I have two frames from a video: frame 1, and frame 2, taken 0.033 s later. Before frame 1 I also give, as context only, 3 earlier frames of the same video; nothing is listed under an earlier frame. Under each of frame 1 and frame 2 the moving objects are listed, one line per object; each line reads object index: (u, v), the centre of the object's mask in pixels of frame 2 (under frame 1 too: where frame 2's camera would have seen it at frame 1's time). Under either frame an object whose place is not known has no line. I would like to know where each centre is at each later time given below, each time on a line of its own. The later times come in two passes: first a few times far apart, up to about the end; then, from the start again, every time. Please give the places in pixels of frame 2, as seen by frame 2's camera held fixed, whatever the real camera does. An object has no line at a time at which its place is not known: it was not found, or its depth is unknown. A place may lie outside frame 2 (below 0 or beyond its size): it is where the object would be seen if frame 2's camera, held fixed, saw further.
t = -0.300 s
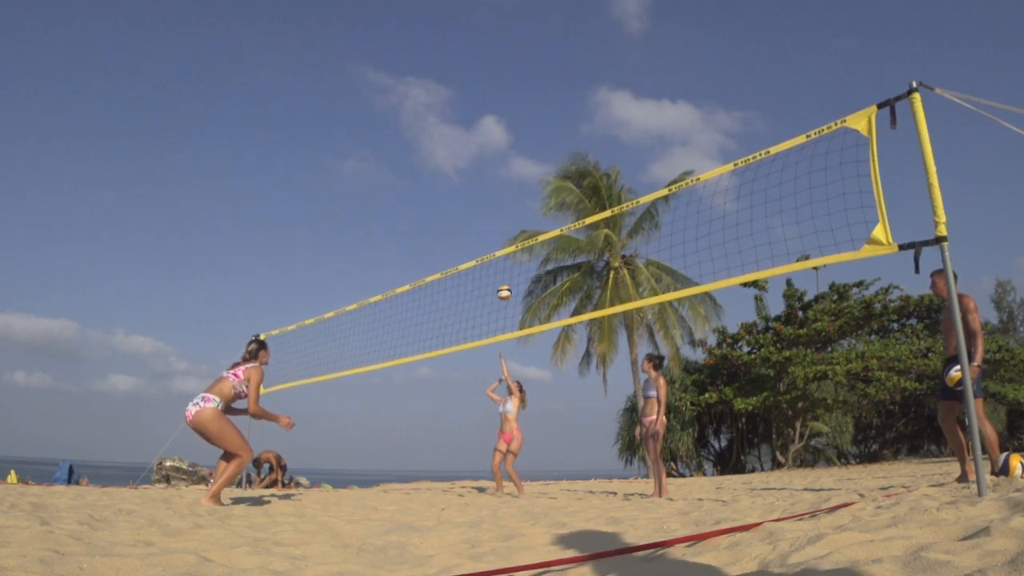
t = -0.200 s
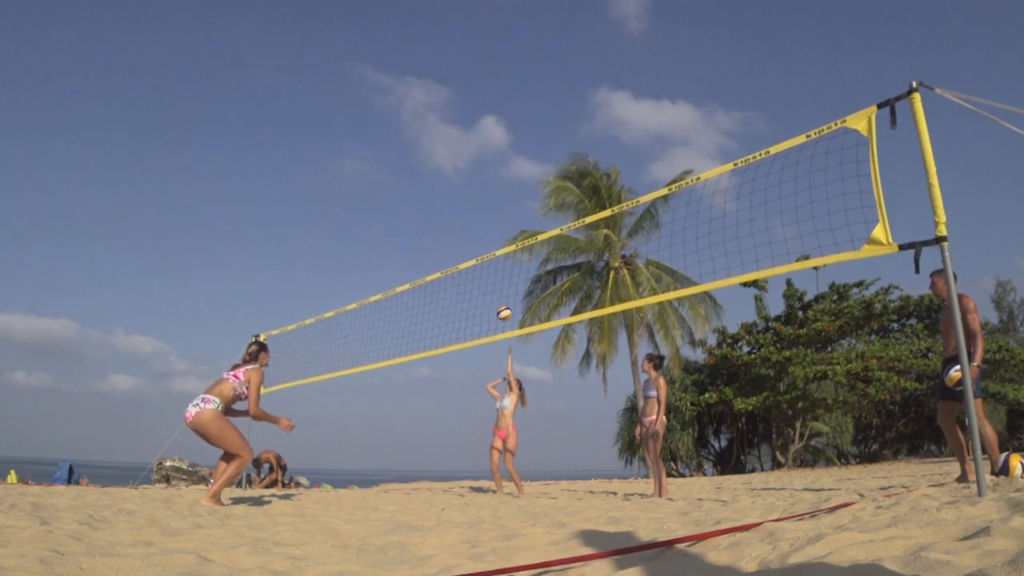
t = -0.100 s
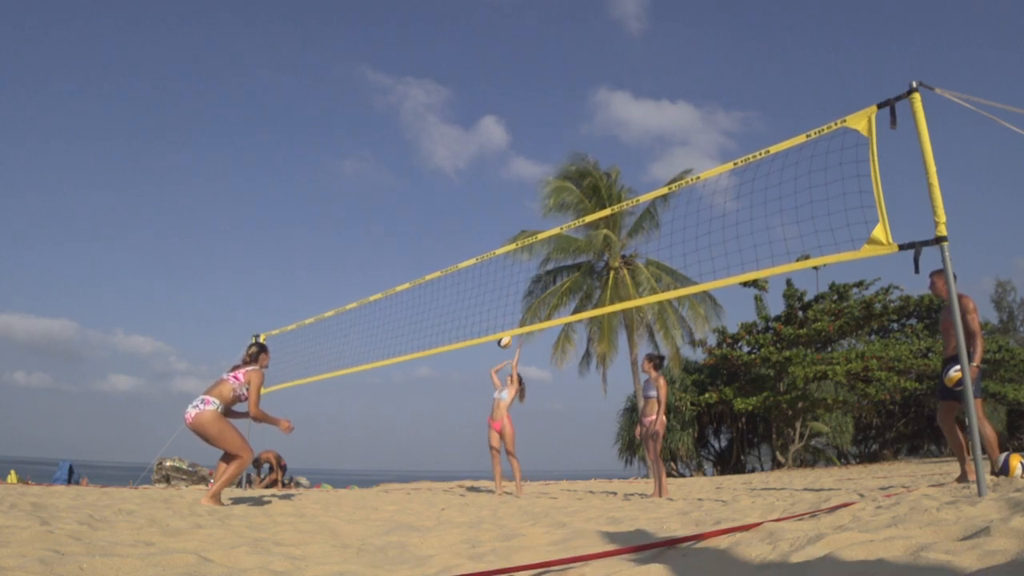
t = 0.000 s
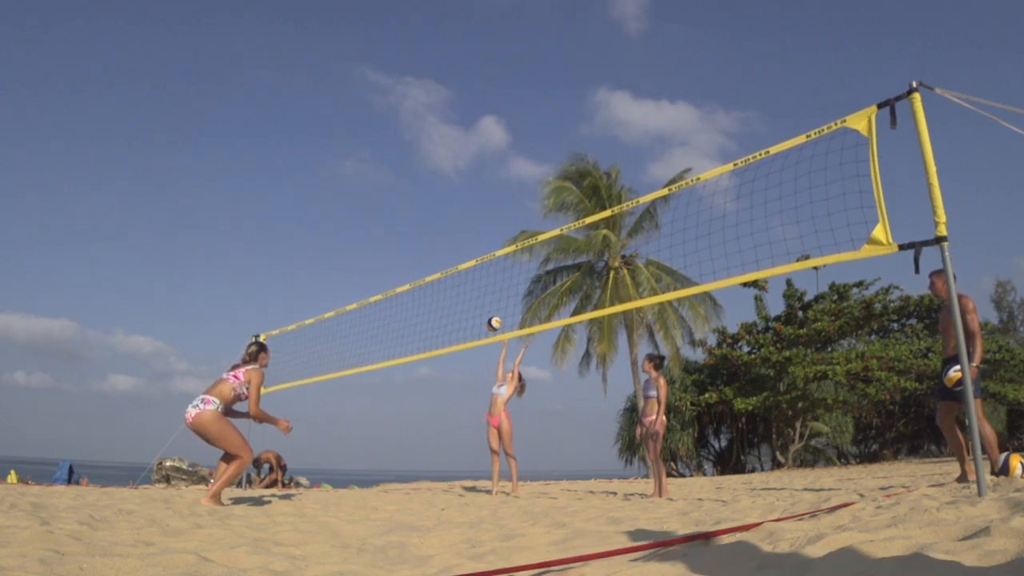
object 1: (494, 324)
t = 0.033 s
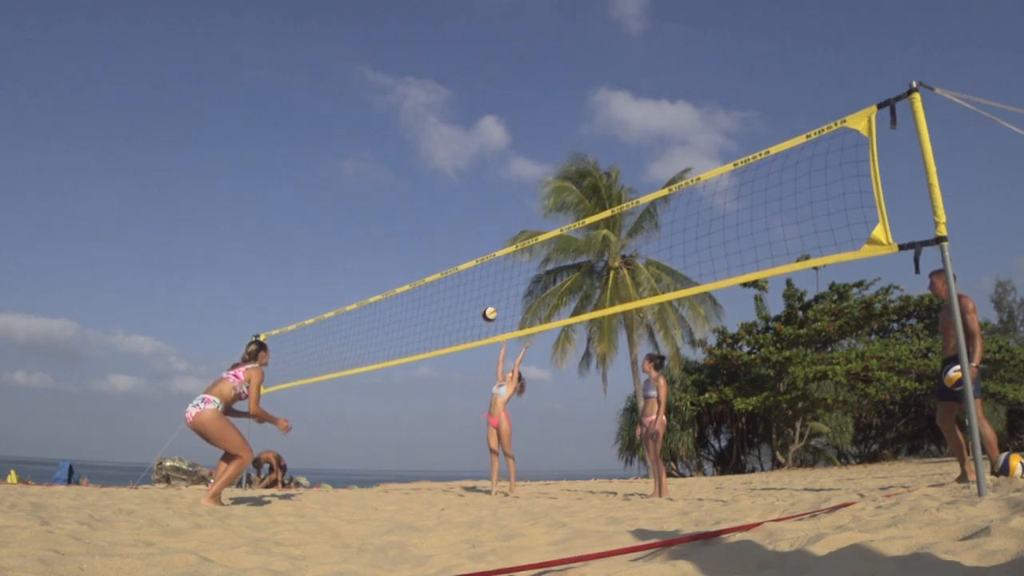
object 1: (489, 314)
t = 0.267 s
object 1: (454, 268)
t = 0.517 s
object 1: (411, 259)
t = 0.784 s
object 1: (357, 302)
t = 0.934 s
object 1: (322, 337)
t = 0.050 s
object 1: (487, 309)
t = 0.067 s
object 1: (484, 305)
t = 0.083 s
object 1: (481, 301)
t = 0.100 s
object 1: (479, 297)
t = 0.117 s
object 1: (477, 294)
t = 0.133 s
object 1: (474, 290)
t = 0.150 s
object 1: (472, 287)
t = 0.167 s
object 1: (469, 284)
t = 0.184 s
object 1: (467, 280)
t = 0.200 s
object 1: (464, 277)
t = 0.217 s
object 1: (462, 275)
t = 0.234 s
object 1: (459, 274)
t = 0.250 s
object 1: (457, 271)
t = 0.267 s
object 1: (454, 268)
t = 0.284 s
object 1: (451, 263)
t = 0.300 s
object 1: (448, 263)
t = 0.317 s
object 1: (446, 262)
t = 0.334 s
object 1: (443, 261)
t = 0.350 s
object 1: (440, 260)
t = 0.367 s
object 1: (437, 259)
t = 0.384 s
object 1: (434, 258)
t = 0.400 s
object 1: (432, 258)
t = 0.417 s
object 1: (429, 258)
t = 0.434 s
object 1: (426, 258)
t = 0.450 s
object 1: (423, 257)
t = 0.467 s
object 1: (420, 257)
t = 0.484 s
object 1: (417, 258)
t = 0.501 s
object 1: (414, 258)
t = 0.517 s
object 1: (411, 259)
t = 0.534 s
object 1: (408, 260)
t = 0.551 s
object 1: (405, 261)
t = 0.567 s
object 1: (402, 262)
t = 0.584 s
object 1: (399, 264)
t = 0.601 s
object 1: (395, 266)
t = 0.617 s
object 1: (392, 268)
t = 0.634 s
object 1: (389, 271)
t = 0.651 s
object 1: (385, 273)
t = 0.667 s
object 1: (382, 277)
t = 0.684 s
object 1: (378, 280)
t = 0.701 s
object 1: (375, 283)
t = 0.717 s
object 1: (371, 287)
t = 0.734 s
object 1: (368, 290)
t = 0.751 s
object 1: (364, 294)
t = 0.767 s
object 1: (360, 299)
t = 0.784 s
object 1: (357, 302)
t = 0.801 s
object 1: (353, 305)
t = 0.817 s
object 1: (350, 308)
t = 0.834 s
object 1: (346, 311)
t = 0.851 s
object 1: (342, 314)
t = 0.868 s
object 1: (339, 318)
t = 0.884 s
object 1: (334, 323)
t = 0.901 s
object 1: (330, 327)
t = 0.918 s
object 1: (326, 332)
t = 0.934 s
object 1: (322, 337)
